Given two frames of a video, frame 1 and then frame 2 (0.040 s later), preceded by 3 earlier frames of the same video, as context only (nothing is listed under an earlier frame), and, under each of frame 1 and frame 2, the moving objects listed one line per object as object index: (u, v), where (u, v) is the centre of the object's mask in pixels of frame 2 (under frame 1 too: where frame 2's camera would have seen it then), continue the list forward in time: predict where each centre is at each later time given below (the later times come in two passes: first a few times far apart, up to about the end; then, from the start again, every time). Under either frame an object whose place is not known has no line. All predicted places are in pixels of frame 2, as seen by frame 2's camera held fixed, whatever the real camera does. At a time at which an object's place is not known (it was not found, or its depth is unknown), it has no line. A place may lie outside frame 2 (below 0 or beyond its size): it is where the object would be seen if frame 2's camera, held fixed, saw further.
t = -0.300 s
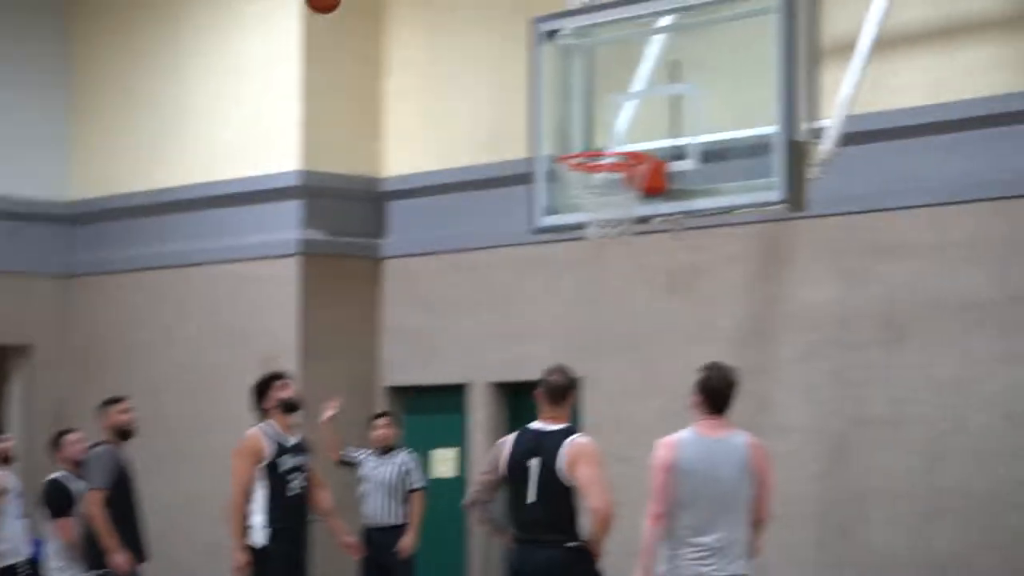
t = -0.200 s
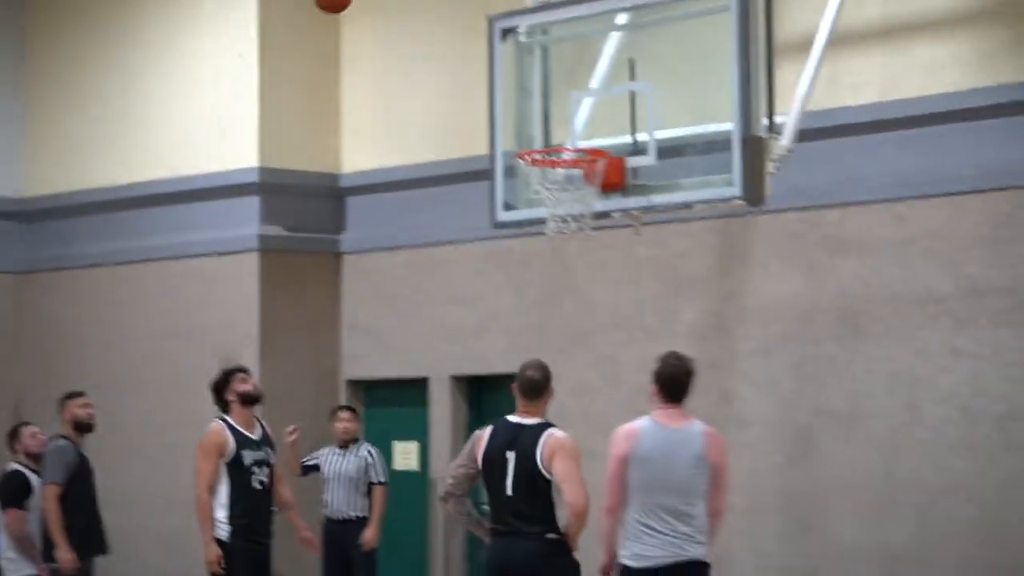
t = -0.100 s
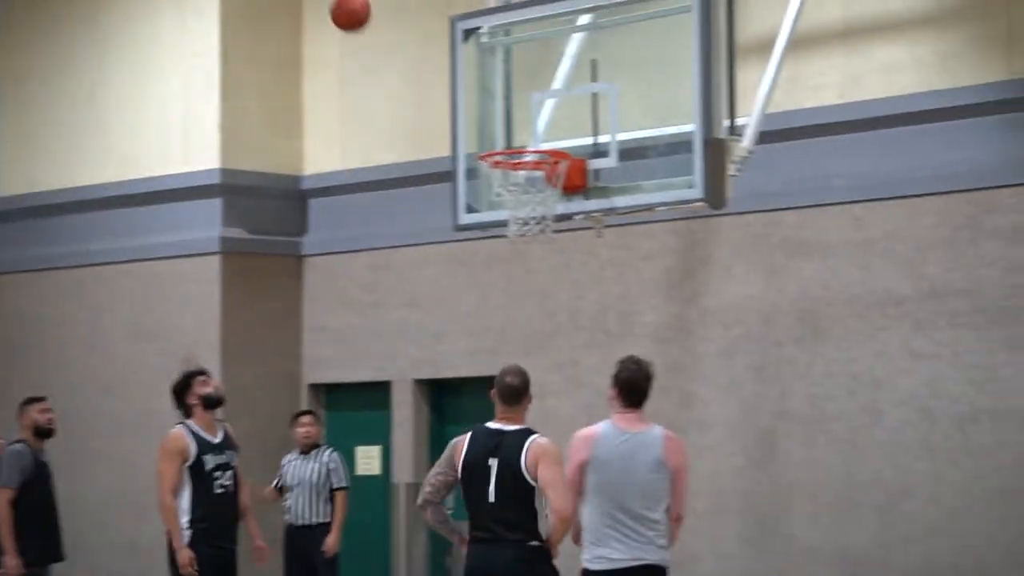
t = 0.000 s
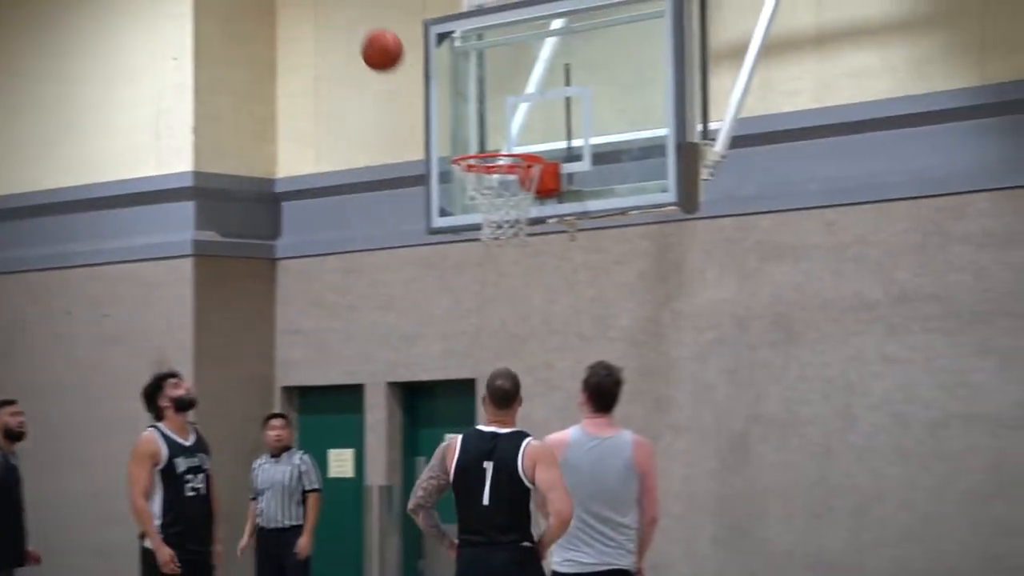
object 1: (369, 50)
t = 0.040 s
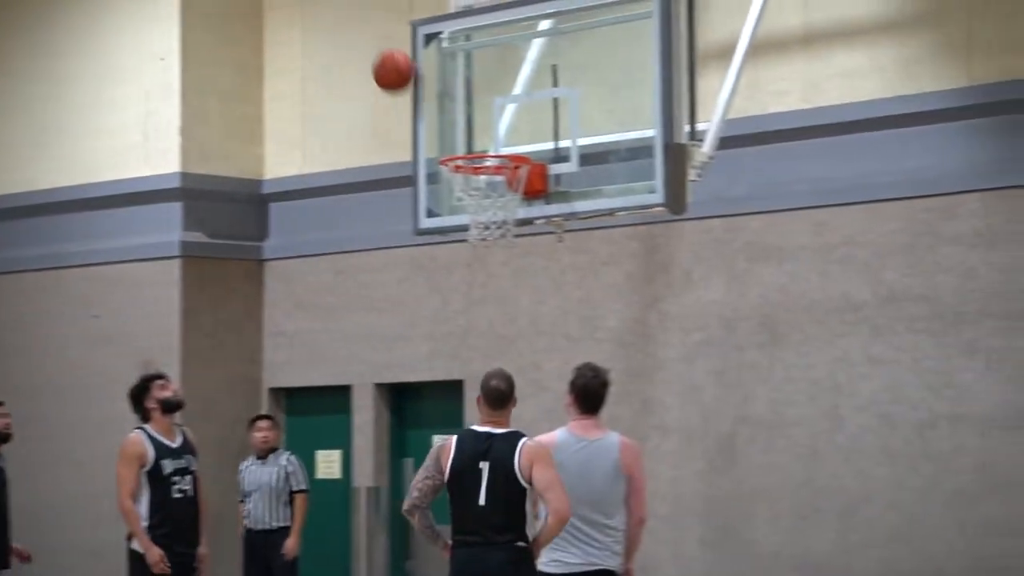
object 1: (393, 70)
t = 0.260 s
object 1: (440, 136)
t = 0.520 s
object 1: (261, 137)
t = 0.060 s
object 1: (406, 81)
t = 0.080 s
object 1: (417, 93)
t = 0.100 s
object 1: (430, 107)
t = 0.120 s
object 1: (443, 119)
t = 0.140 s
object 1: (455, 134)
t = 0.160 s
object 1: (468, 143)
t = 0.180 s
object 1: (475, 146)
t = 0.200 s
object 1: (477, 145)
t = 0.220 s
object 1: (468, 140)
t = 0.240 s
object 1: (454, 138)
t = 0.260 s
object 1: (440, 136)
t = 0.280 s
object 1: (426, 132)
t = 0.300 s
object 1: (413, 127)
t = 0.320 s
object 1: (399, 124)
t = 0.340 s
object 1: (386, 122)
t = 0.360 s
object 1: (372, 121)
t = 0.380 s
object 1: (358, 121)
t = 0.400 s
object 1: (344, 121)
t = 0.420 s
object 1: (331, 122)
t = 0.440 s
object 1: (317, 123)
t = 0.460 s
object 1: (304, 125)
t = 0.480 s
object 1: (289, 128)
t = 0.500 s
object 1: (275, 132)
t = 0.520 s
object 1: (261, 137)
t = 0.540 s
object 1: (247, 142)
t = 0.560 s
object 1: (234, 148)
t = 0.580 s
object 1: (219, 154)
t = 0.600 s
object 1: (205, 161)
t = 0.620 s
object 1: (191, 169)
